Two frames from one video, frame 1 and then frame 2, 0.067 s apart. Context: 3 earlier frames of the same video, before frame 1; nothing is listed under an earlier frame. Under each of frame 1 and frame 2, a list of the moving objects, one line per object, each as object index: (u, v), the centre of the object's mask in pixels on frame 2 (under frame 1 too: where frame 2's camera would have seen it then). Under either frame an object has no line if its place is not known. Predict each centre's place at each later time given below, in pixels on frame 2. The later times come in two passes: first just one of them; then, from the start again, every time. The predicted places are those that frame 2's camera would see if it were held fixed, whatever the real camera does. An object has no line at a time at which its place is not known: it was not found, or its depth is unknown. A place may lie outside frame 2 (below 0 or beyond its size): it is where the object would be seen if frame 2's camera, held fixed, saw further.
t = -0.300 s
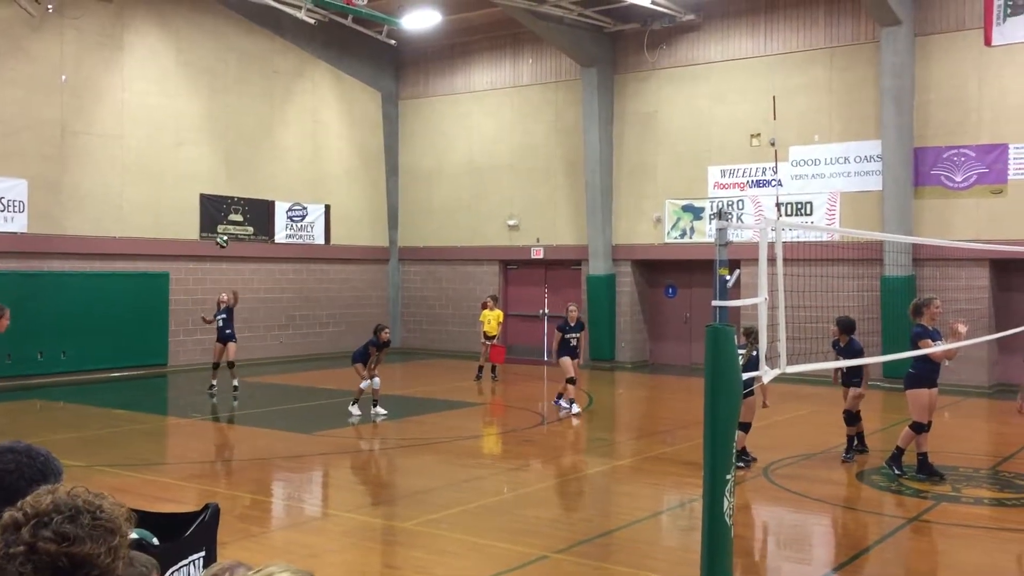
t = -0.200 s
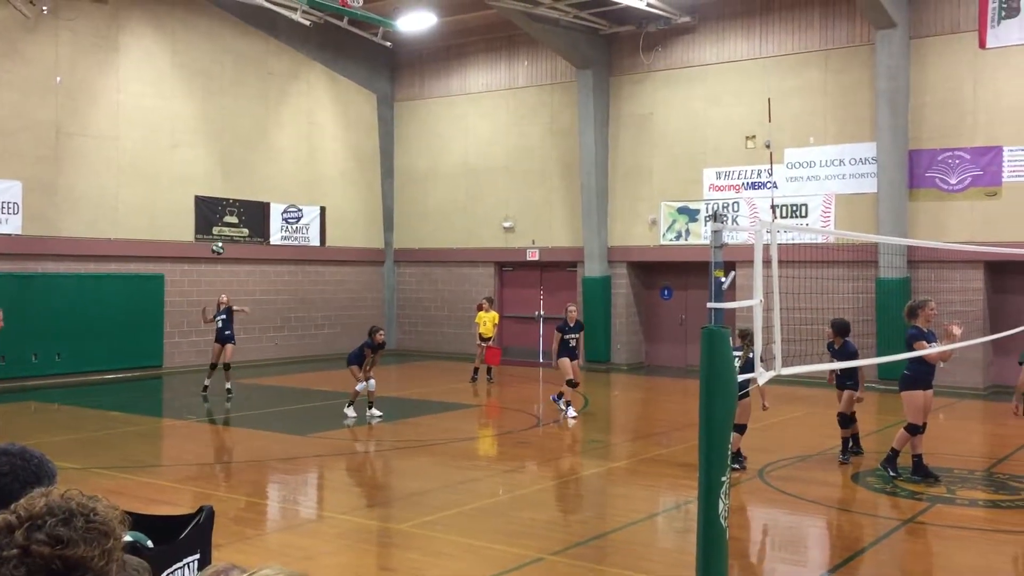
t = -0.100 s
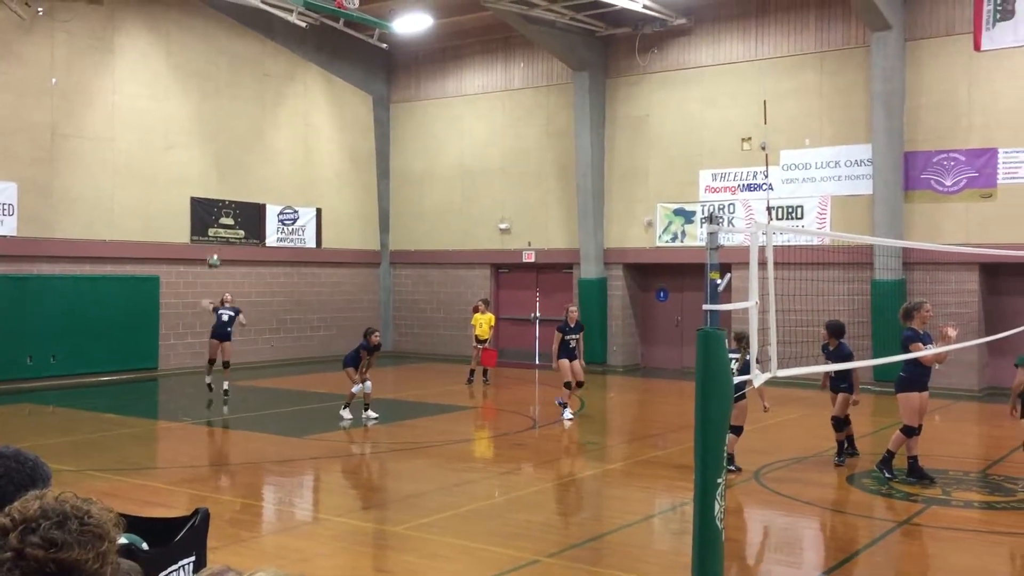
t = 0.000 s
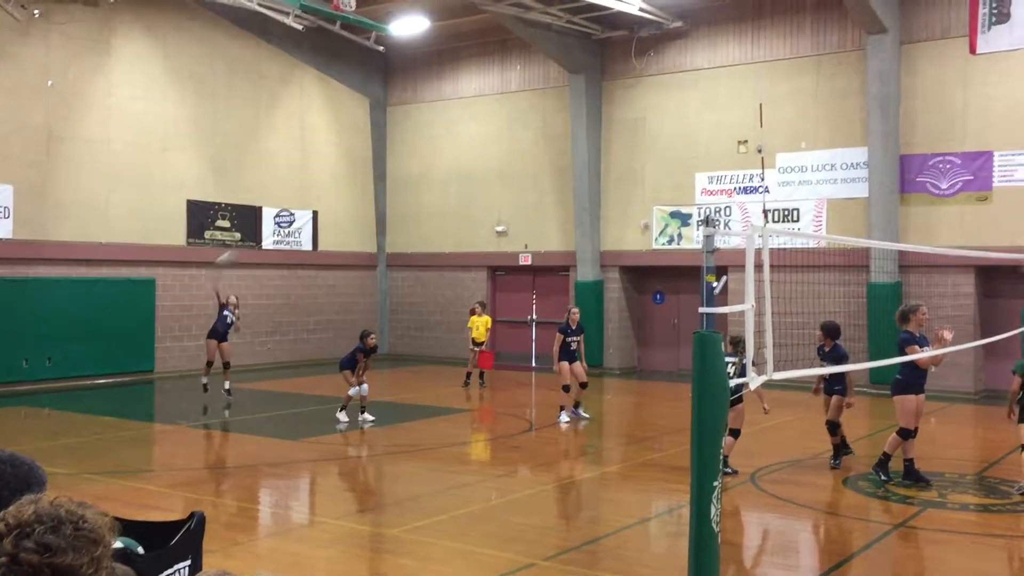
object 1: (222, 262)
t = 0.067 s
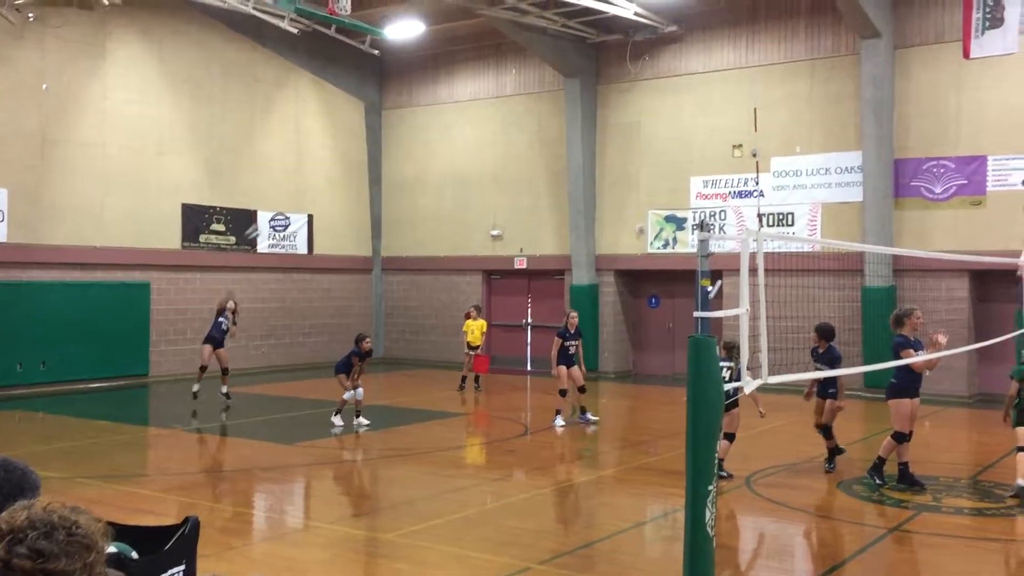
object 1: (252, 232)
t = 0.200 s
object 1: (326, 177)
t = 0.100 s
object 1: (271, 219)
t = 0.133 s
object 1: (288, 204)
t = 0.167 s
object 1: (306, 191)
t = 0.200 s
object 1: (326, 177)
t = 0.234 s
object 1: (345, 162)
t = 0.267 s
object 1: (363, 151)
